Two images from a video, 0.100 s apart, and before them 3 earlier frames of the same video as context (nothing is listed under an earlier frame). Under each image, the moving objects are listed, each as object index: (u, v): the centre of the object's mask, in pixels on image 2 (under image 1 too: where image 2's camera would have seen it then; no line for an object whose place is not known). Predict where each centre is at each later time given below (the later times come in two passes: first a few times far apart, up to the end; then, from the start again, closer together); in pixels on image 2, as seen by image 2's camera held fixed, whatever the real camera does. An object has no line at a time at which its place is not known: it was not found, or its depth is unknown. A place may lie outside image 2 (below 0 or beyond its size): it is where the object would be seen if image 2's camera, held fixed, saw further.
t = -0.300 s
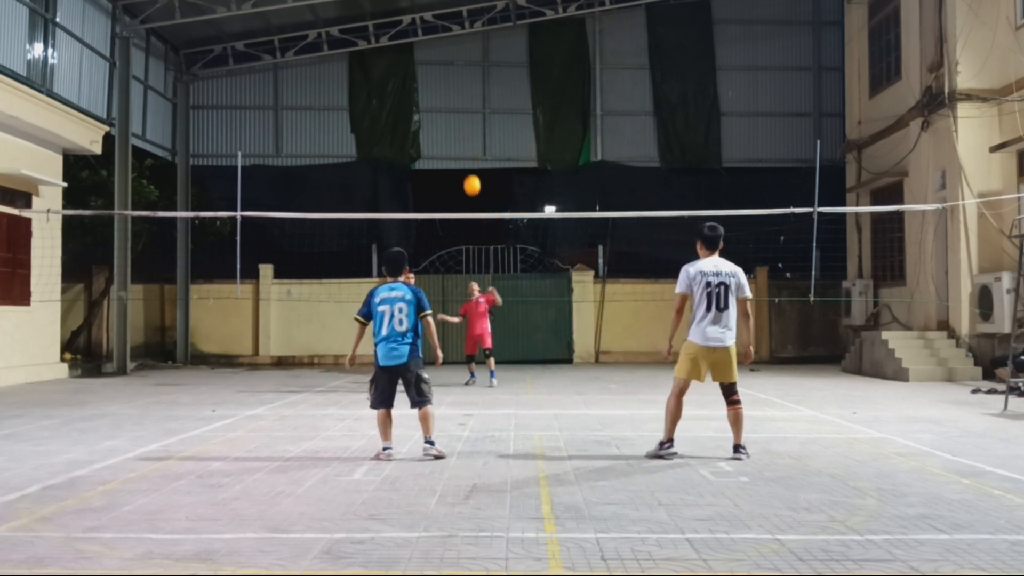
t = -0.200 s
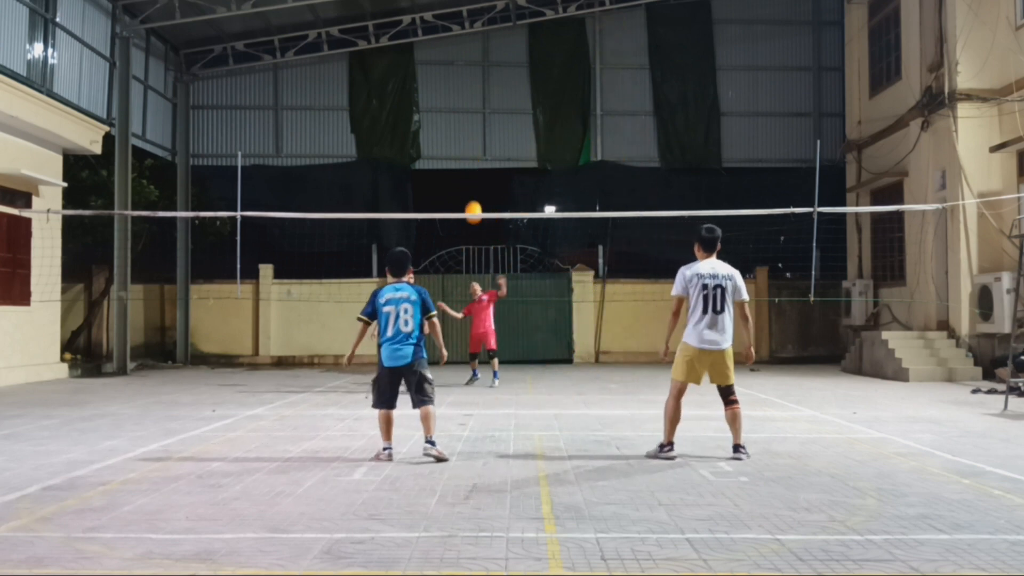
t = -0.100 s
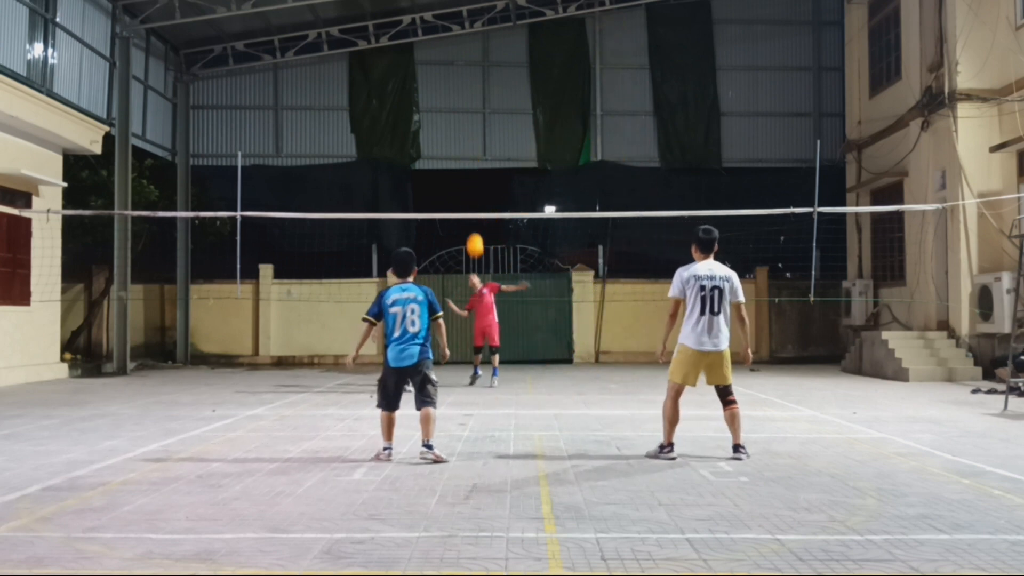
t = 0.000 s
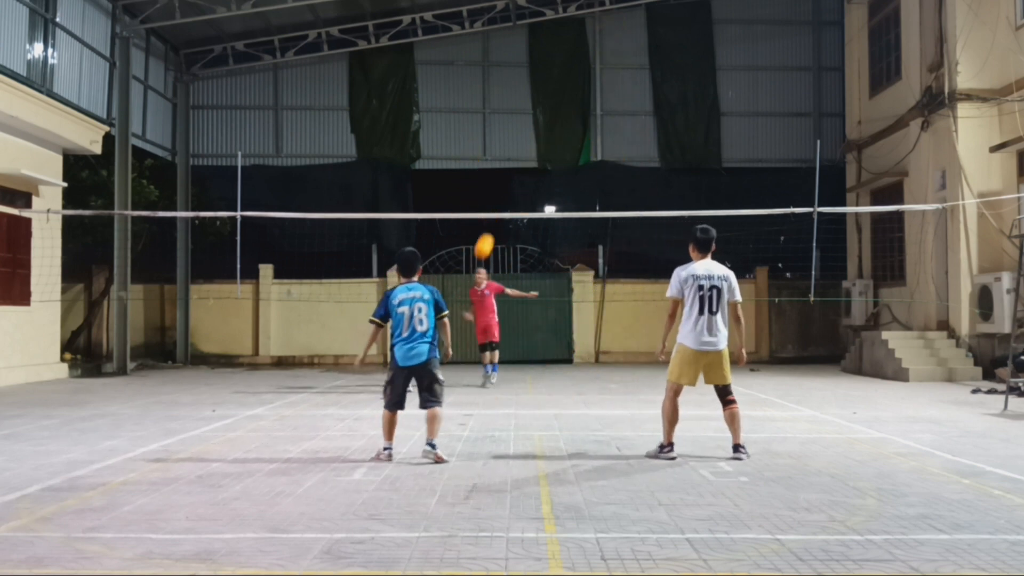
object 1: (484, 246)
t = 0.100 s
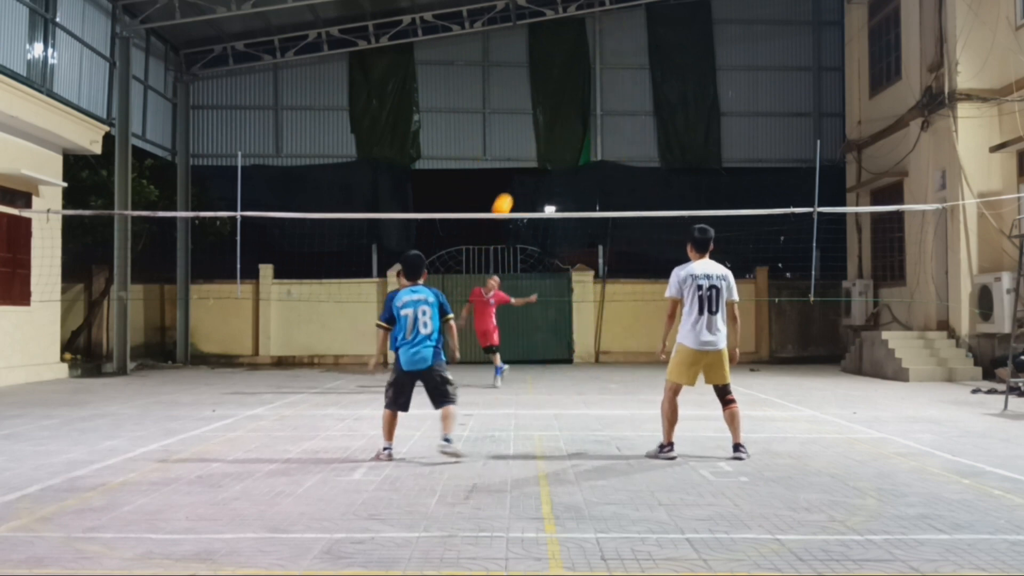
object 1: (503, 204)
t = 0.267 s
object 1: (538, 153)
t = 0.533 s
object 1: (603, 102)
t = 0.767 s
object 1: (674, 106)
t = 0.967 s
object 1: (747, 162)
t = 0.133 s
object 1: (509, 194)
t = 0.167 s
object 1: (516, 182)
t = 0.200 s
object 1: (522, 173)
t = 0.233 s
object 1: (530, 162)
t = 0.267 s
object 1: (538, 153)
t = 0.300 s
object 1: (545, 145)
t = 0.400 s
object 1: (569, 122)
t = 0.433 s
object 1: (577, 116)
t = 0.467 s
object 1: (586, 110)
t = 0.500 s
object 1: (595, 105)
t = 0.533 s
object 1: (603, 102)
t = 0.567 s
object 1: (613, 99)
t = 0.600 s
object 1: (622, 97)
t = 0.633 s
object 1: (632, 97)
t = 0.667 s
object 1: (642, 97)
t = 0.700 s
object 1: (653, 99)
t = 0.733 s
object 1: (663, 102)
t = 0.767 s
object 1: (674, 106)
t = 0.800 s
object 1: (685, 111)
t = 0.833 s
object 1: (697, 118)
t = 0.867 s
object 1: (709, 127)
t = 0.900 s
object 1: (721, 137)
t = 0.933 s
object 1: (734, 149)
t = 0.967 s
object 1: (747, 162)
